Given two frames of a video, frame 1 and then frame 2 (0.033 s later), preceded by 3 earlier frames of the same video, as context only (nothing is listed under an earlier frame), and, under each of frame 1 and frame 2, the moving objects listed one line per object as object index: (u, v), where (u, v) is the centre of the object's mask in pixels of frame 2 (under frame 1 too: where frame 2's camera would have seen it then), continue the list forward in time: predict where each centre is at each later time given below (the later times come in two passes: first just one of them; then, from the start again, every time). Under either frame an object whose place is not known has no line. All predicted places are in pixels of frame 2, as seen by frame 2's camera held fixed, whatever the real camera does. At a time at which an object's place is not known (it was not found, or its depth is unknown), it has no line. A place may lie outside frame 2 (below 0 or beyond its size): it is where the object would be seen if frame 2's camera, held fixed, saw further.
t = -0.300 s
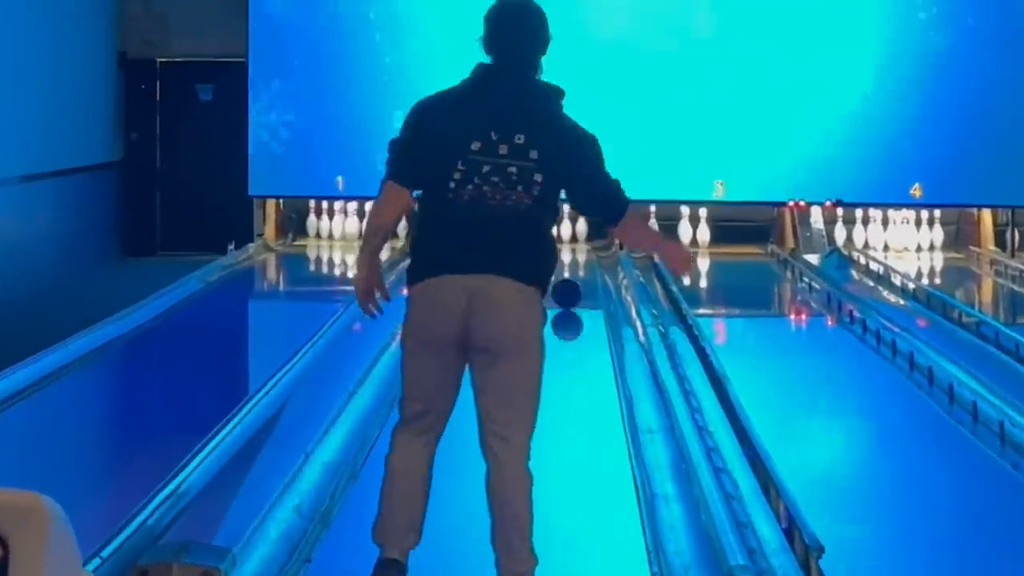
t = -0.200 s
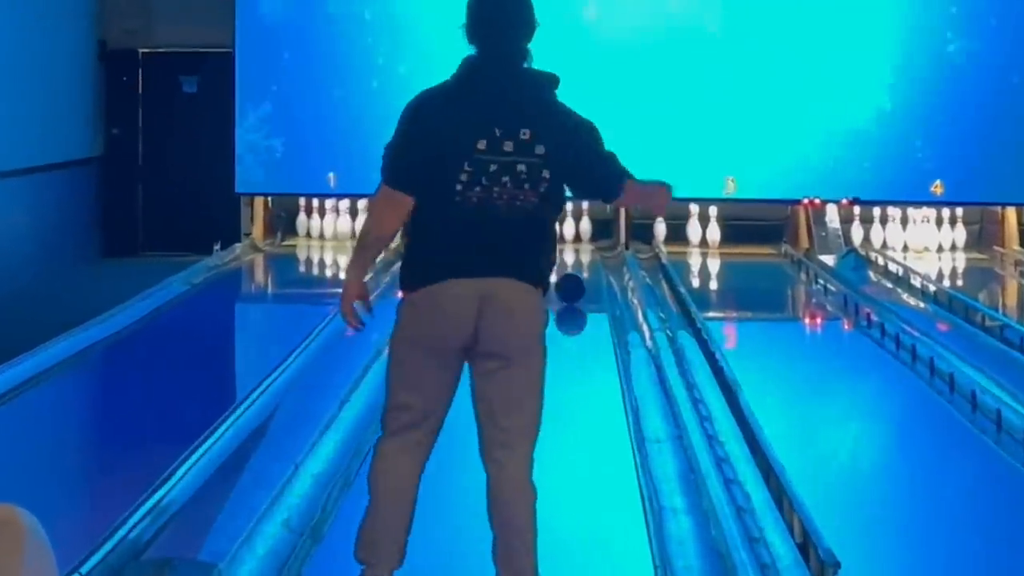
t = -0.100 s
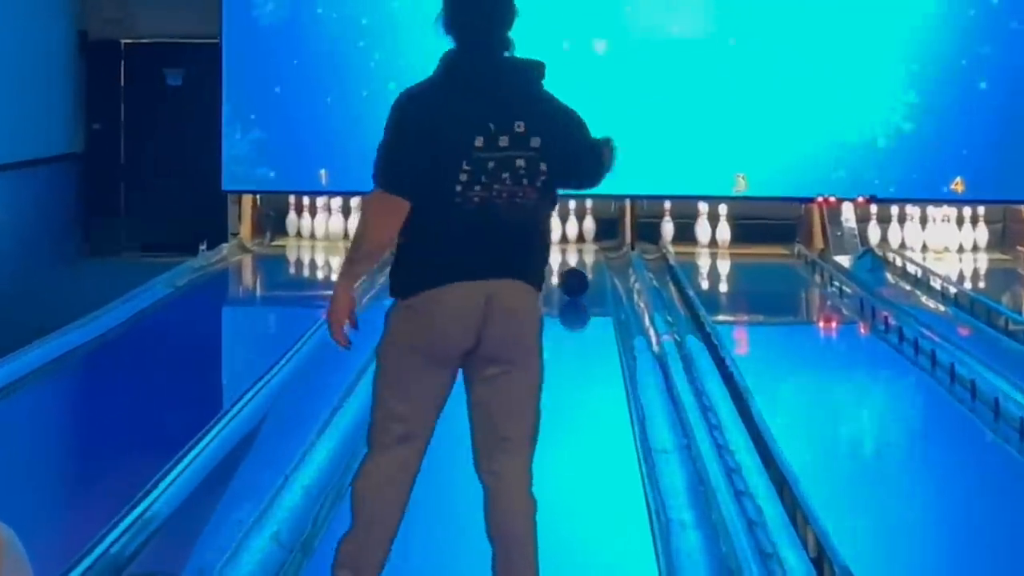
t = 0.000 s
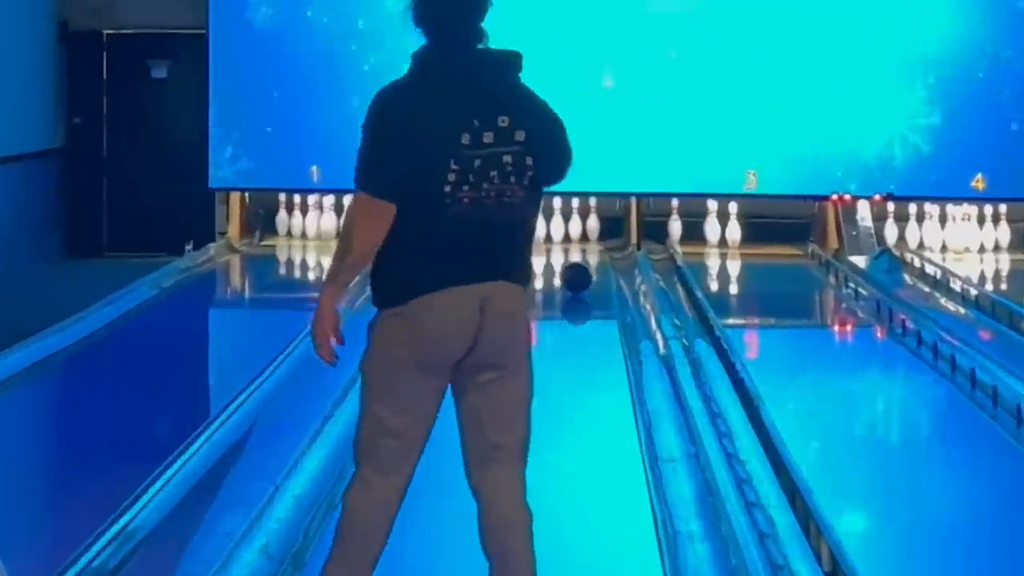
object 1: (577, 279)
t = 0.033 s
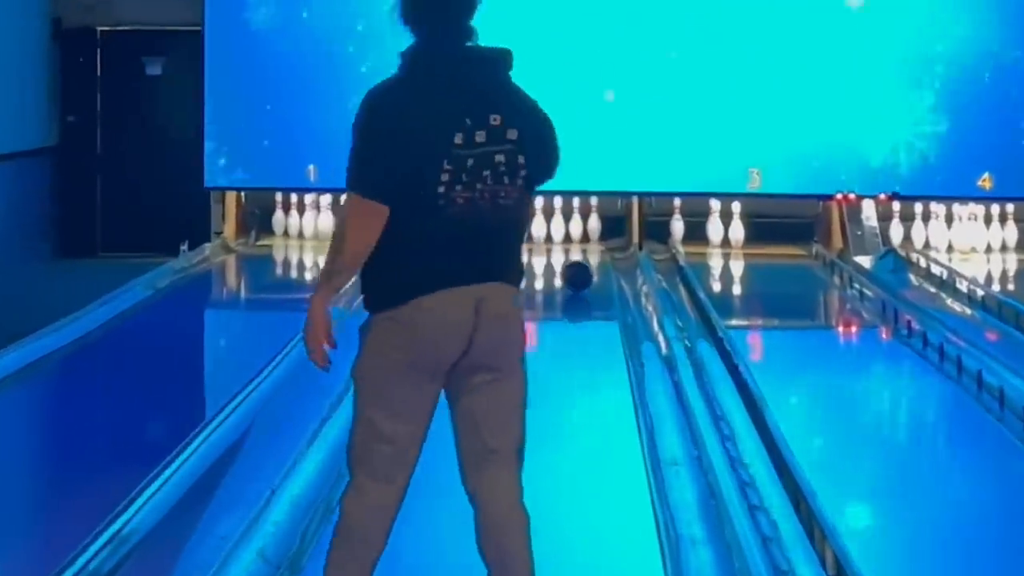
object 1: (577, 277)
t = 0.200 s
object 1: (575, 267)
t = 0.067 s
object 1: (577, 274)
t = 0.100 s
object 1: (576, 273)
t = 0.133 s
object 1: (576, 271)
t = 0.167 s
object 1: (576, 269)
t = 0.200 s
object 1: (575, 267)
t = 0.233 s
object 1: (575, 265)
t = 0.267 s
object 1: (574, 264)
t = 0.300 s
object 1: (574, 262)
